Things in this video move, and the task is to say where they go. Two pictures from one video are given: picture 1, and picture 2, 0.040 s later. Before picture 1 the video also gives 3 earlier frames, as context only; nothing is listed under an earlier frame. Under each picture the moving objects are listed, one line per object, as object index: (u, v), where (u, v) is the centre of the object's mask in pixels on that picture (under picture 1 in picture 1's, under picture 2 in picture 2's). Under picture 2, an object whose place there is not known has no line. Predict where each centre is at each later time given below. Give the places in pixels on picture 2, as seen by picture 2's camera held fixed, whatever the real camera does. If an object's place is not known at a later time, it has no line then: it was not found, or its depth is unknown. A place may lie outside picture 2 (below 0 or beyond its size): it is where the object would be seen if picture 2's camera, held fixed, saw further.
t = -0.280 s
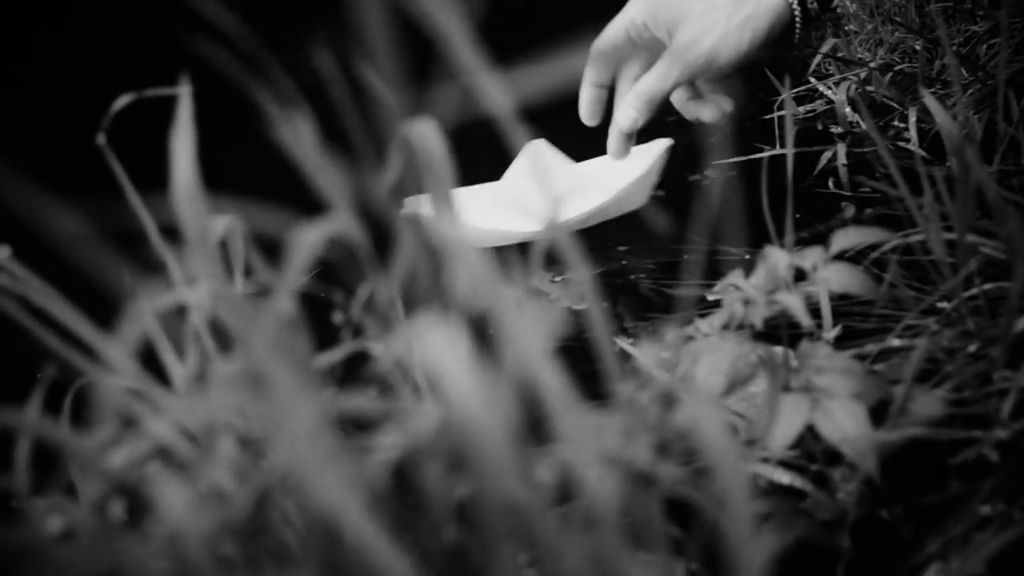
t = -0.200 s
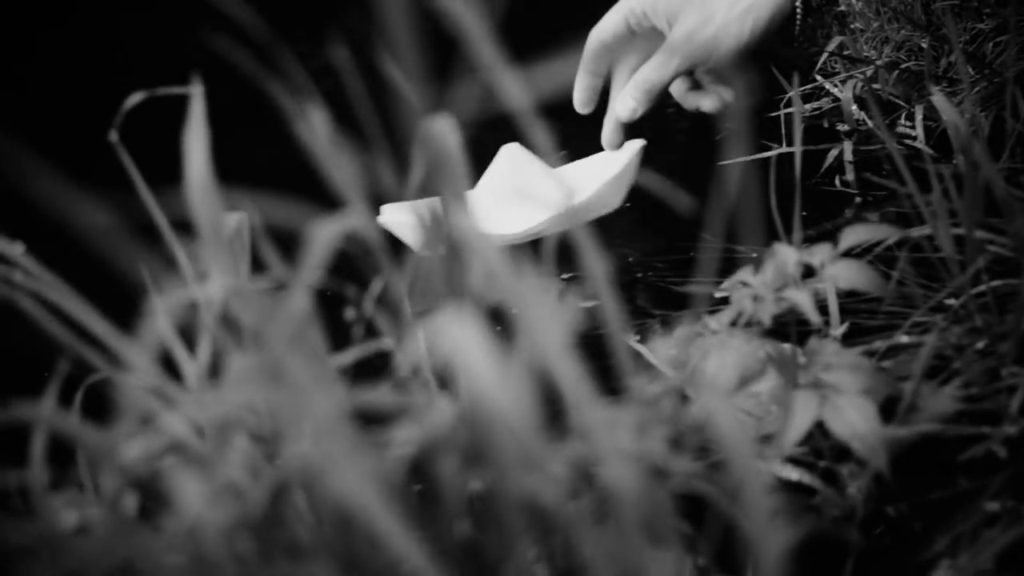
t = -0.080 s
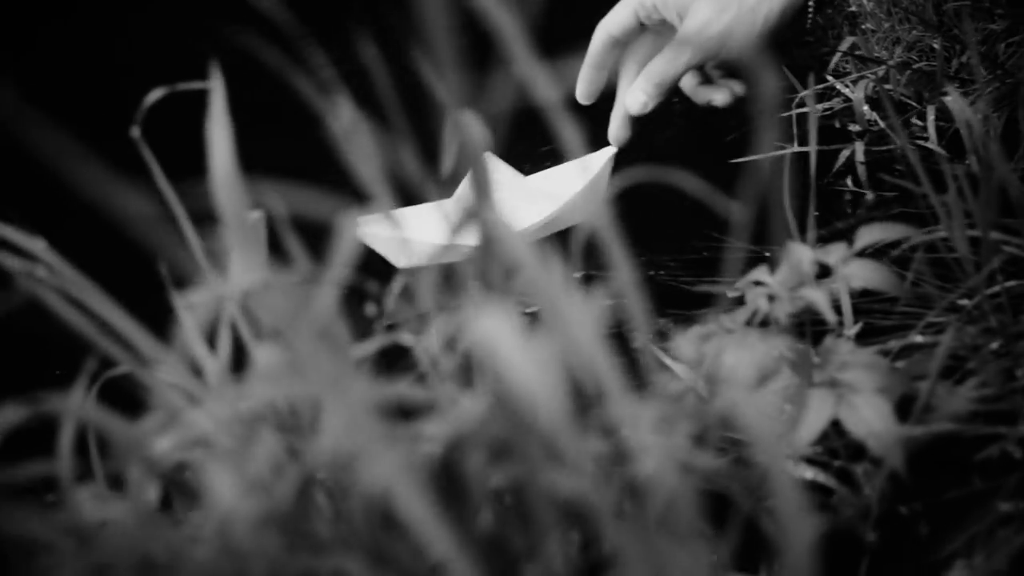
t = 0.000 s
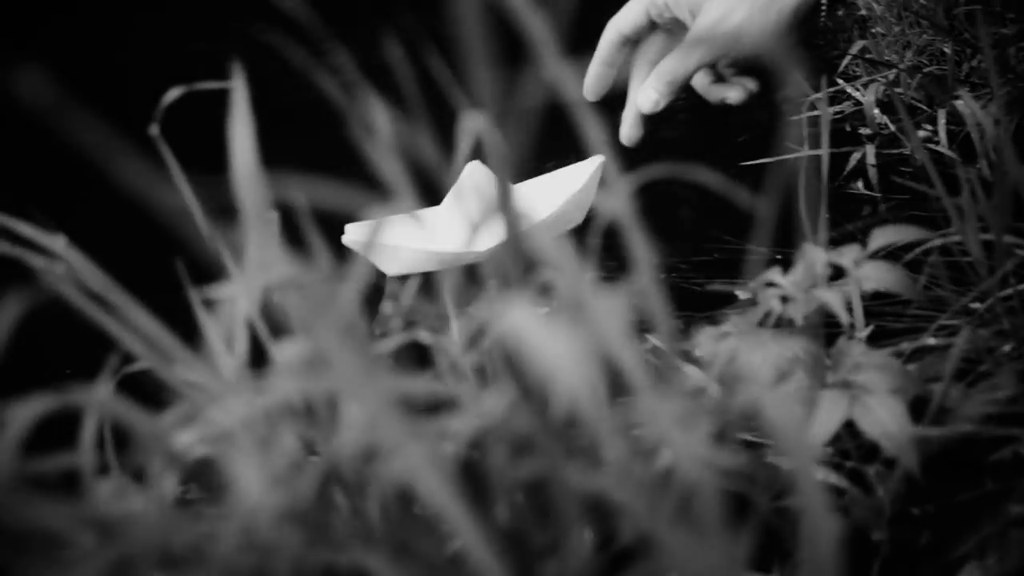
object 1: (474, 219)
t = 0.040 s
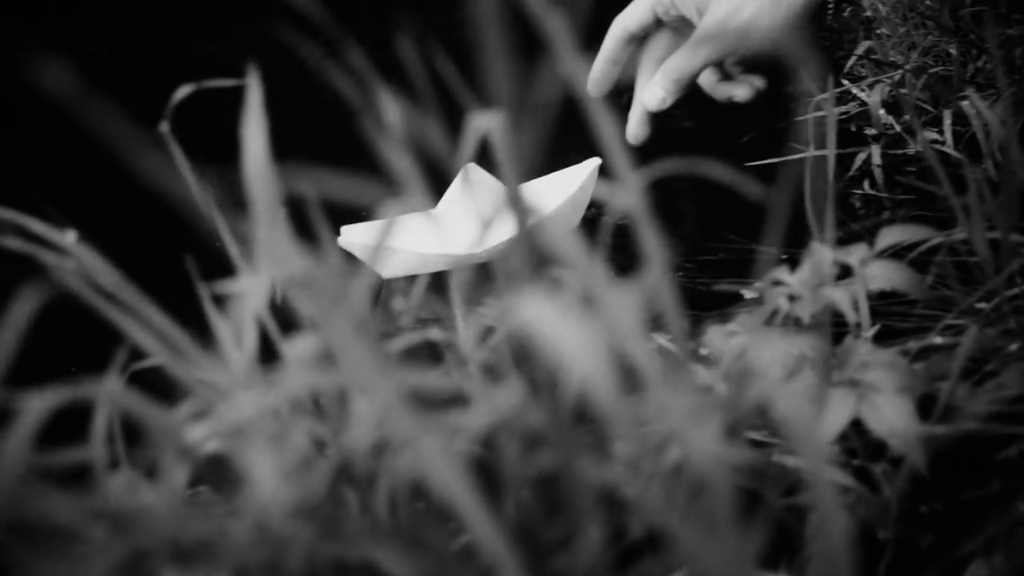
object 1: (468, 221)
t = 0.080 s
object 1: (455, 226)
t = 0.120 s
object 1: (431, 236)
